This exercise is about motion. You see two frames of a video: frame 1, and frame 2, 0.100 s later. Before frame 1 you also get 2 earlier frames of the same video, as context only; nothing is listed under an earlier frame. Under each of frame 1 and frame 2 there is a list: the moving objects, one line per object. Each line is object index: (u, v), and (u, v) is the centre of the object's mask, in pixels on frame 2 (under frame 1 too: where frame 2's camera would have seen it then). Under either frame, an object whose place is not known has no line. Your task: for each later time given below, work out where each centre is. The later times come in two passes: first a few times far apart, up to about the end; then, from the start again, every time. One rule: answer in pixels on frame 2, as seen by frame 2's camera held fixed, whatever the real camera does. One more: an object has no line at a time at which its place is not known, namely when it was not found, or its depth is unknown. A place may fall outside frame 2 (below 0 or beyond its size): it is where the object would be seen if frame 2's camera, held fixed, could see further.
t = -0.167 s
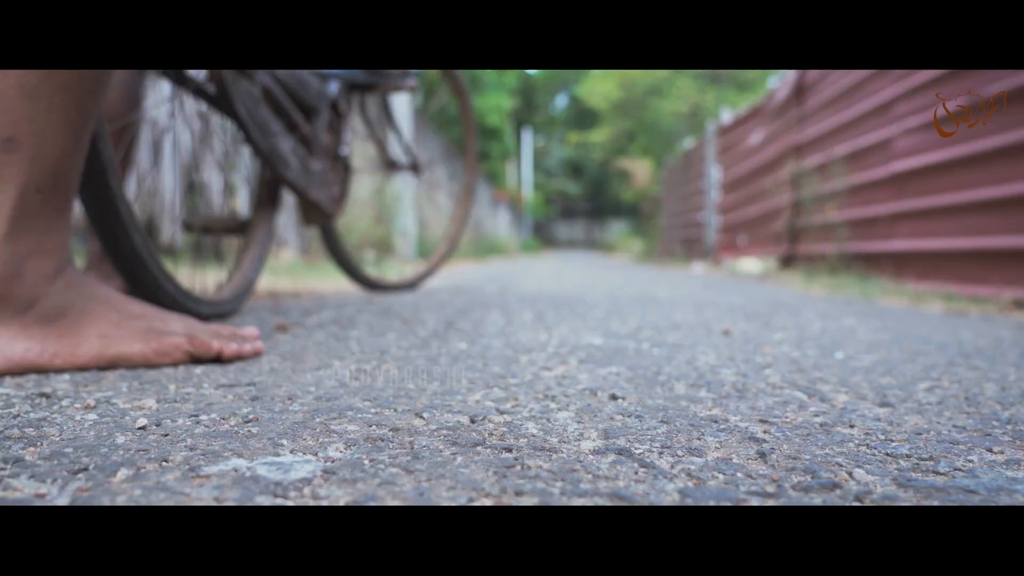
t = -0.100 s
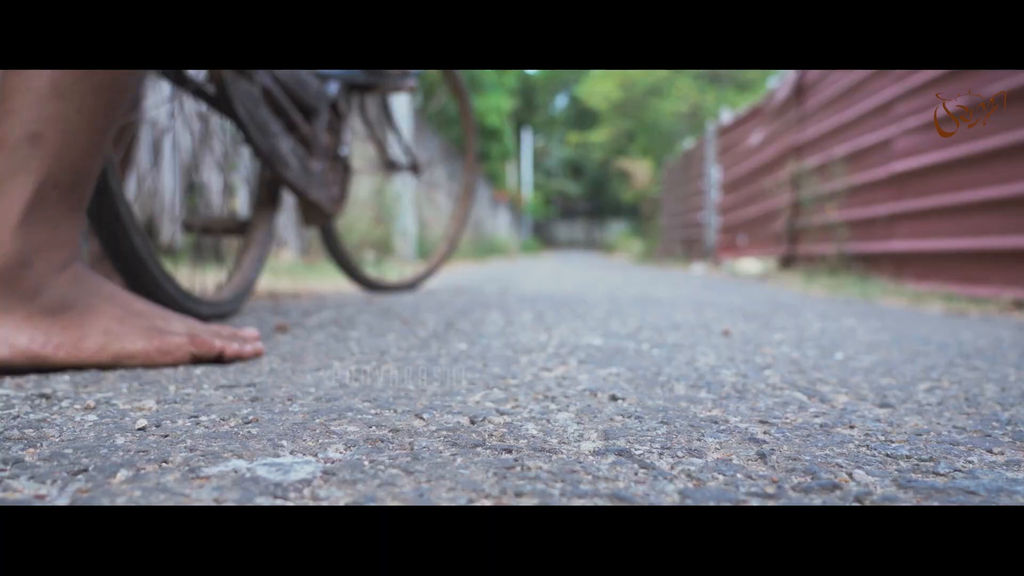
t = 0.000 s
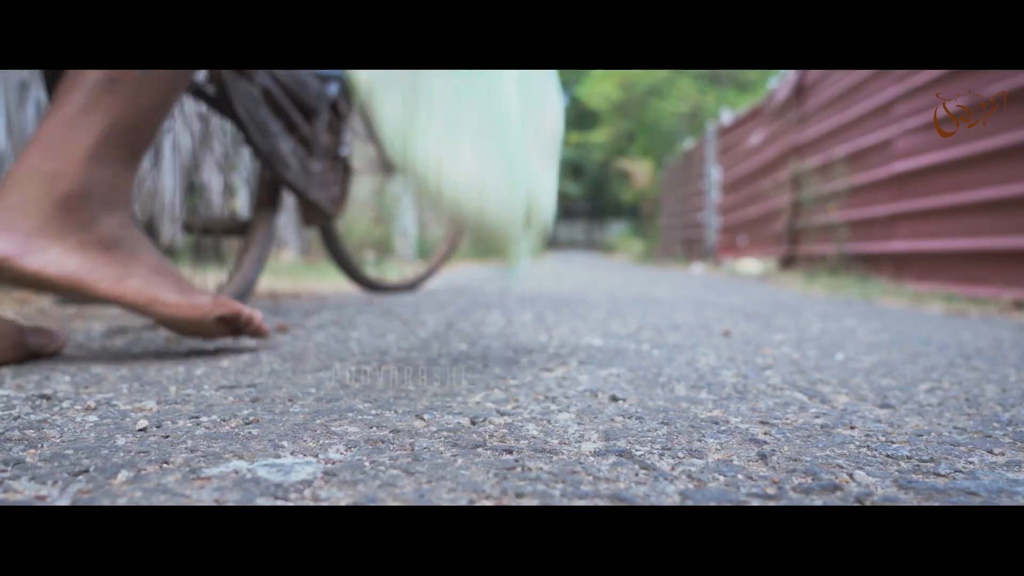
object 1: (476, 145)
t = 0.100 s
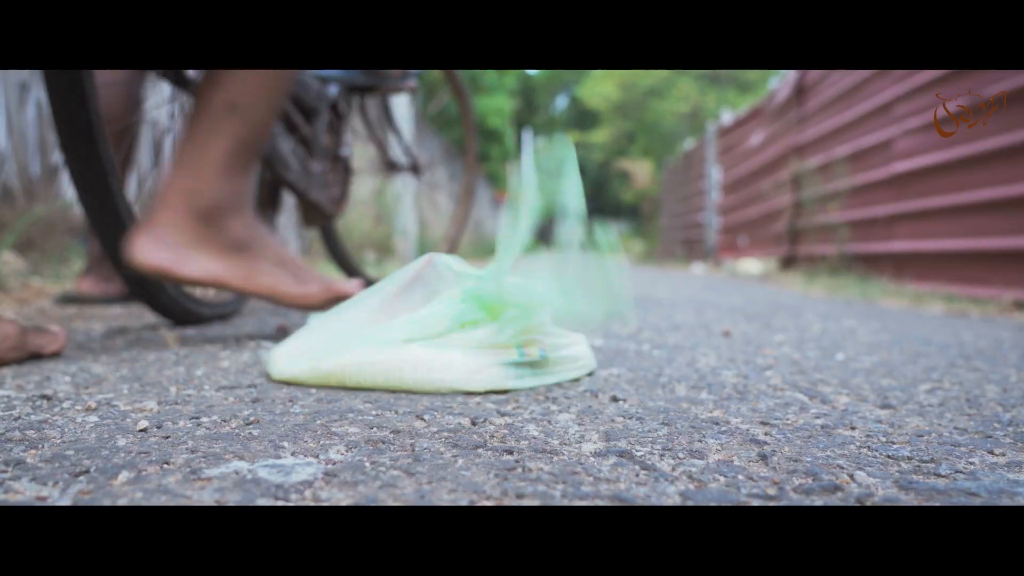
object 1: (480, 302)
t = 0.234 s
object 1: (450, 327)
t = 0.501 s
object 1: (448, 327)
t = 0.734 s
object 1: (441, 318)
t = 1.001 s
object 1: (439, 319)
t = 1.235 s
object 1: (432, 312)
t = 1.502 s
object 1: (424, 321)
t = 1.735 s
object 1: (426, 327)
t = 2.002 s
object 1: (424, 323)
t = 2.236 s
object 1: (424, 324)
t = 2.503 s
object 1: (424, 323)
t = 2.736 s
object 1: (425, 325)
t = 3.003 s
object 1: (425, 324)
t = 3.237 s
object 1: (425, 324)
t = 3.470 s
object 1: (425, 324)
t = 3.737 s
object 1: (424, 323)
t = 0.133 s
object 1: (436, 336)
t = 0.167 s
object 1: (436, 335)
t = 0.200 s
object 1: (444, 331)
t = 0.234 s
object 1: (450, 327)
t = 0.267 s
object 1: (454, 325)
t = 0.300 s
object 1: (458, 323)
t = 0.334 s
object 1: (461, 322)
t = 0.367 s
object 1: (459, 323)
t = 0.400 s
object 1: (456, 324)
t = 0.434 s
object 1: (453, 326)
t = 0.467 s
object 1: (450, 327)
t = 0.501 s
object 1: (448, 327)
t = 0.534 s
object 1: (447, 325)
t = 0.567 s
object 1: (446, 323)
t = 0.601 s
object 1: (445, 322)
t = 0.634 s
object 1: (445, 321)
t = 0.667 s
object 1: (444, 320)
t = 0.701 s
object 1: (443, 318)
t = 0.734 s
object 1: (441, 318)
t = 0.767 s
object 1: (439, 320)
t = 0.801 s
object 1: (437, 320)
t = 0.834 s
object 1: (438, 319)
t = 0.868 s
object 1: (438, 319)
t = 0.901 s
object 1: (438, 319)
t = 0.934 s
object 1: (437, 319)
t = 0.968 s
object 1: (438, 319)
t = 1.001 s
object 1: (439, 319)
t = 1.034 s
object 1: (439, 319)
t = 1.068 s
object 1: (440, 318)
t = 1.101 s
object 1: (439, 318)
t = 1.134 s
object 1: (440, 316)
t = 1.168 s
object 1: (440, 313)
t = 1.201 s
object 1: (436, 312)
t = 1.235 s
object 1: (432, 312)
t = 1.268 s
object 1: (431, 313)
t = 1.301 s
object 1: (428, 317)
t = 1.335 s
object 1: (424, 320)
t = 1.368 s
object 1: (425, 321)
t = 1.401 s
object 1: (427, 322)
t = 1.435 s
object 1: (427, 322)
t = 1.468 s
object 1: (426, 322)
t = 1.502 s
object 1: (424, 321)
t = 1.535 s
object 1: (423, 322)
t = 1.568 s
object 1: (423, 323)
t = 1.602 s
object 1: (423, 324)
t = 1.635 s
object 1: (423, 325)
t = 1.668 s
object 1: (424, 326)
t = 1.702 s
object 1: (425, 327)
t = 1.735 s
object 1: (426, 327)
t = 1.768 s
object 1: (426, 328)
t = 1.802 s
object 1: (426, 328)
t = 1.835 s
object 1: (426, 327)
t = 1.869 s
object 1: (426, 326)
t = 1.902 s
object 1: (426, 325)
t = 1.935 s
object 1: (425, 325)
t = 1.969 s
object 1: (424, 324)
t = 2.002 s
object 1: (424, 323)
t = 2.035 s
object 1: (424, 323)
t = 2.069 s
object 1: (424, 324)
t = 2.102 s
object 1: (424, 324)
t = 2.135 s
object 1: (425, 324)
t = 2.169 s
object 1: (425, 324)
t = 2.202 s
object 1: (424, 324)
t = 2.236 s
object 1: (424, 324)
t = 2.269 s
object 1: (425, 324)
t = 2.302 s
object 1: (424, 323)
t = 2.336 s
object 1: (424, 323)
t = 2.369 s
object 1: (424, 323)
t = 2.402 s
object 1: (424, 323)
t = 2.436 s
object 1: (424, 323)
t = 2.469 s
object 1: (424, 323)
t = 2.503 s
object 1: (424, 323)
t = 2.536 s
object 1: (424, 323)
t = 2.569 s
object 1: (425, 324)
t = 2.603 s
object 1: (424, 324)
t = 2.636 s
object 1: (424, 324)
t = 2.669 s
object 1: (424, 324)
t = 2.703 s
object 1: (425, 324)
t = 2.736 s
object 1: (425, 325)
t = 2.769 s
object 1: (425, 325)
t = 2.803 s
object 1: (425, 325)
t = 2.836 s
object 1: (425, 325)
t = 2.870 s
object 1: (425, 324)
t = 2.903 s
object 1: (424, 324)
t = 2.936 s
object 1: (424, 324)
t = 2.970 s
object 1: (424, 323)
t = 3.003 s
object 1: (425, 324)
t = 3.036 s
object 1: (425, 324)
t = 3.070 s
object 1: (425, 324)
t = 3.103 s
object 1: (425, 324)
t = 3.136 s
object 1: (425, 324)
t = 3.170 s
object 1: (425, 324)
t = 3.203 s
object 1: (425, 324)
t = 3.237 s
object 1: (425, 324)
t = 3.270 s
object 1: (425, 324)
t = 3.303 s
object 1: (425, 324)
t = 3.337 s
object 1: (425, 324)
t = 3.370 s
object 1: (425, 324)
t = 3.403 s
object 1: (425, 324)
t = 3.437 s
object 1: (425, 324)
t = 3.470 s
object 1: (425, 324)
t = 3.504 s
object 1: (425, 324)
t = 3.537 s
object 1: (425, 324)
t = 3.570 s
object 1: (425, 324)
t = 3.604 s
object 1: (425, 324)
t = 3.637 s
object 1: (425, 324)
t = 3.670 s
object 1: (425, 324)
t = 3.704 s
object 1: (425, 324)
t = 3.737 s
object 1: (424, 323)
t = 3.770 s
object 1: (424, 323)
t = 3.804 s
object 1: (424, 323)
